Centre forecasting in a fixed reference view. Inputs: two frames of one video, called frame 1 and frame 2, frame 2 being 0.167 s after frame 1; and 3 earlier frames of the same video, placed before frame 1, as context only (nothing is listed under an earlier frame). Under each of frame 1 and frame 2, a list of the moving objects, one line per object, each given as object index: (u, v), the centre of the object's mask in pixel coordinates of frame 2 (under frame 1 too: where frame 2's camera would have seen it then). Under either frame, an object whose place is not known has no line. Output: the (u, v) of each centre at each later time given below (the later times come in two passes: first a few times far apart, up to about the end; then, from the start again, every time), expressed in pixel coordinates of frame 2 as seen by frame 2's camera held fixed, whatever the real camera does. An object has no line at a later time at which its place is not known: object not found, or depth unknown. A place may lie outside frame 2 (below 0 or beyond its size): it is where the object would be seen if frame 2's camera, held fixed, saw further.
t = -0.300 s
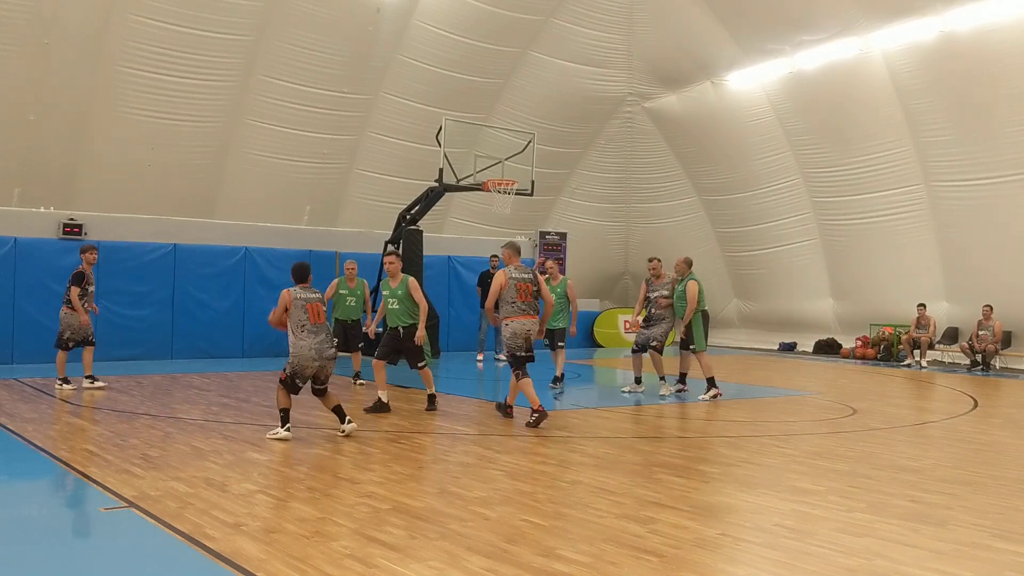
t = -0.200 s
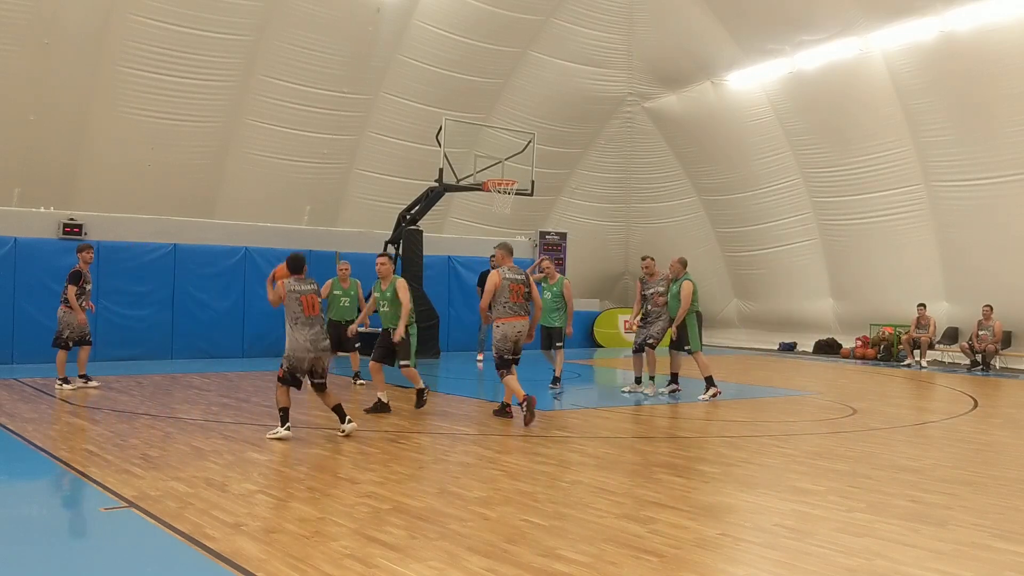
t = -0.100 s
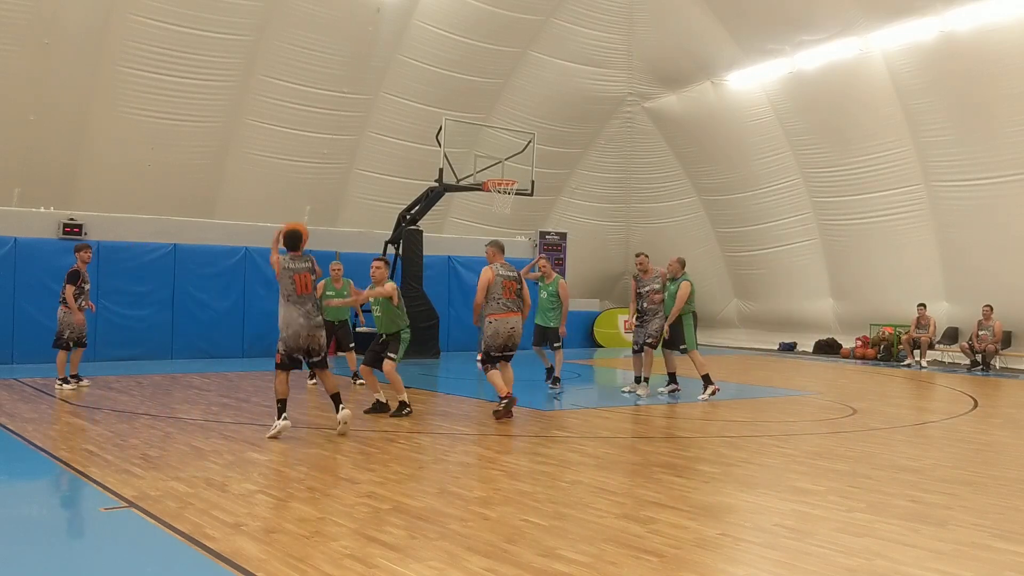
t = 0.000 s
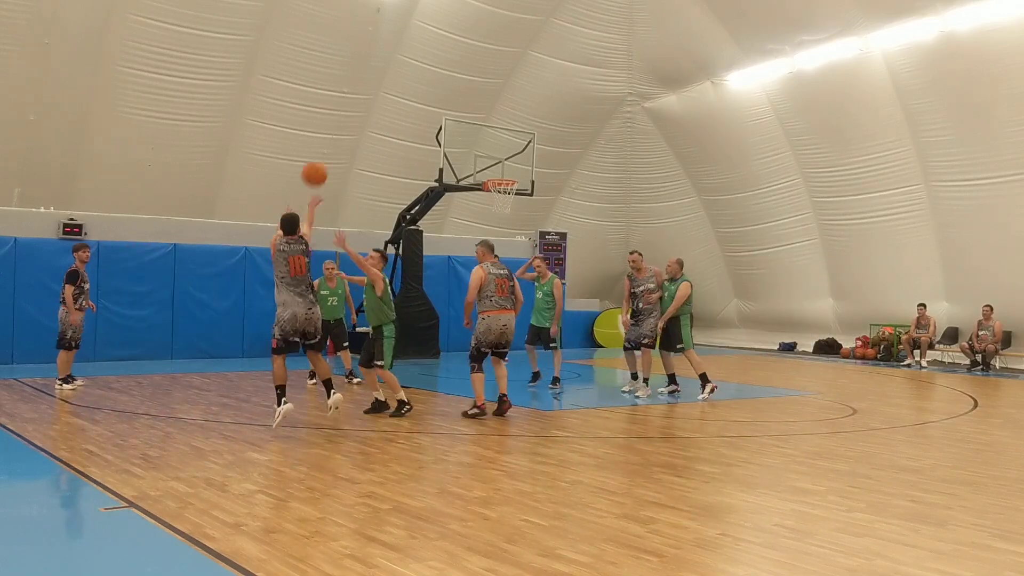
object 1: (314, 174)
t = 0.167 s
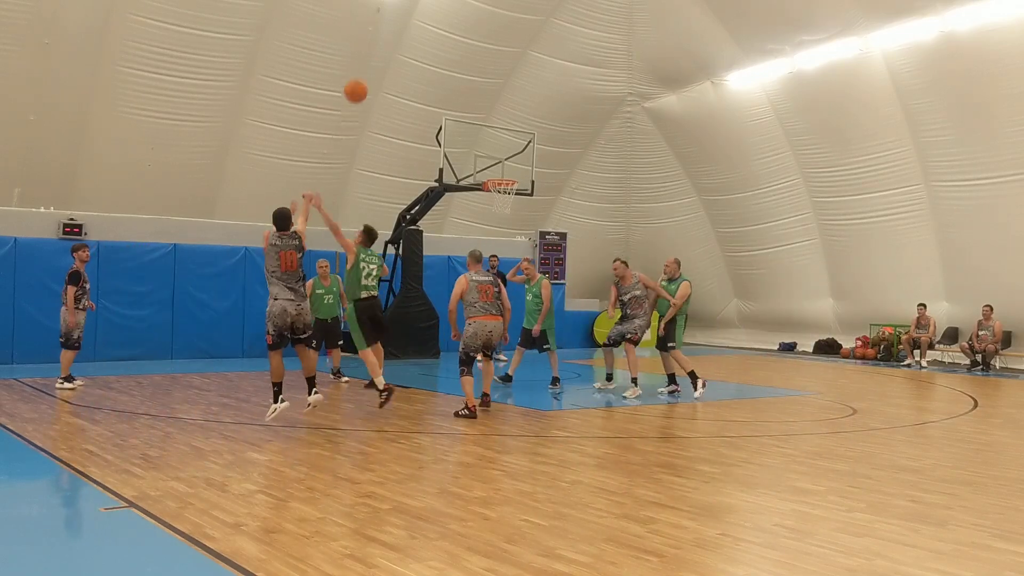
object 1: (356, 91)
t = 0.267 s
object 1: (377, 59)
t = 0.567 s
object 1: (430, 22)
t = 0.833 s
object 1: (465, 50)
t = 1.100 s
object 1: (493, 118)
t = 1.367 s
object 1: (490, 200)
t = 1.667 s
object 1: (475, 211)
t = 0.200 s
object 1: (363, 79)
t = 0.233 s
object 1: (370, 68)
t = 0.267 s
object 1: (377, 59)
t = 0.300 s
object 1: (384, 50)
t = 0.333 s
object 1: (390, 43)
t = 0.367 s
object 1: (396, 37)
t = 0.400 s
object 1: (402, 32)
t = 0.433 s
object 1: (408, 28)
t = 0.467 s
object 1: (414, 26)
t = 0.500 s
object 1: (419, 23)
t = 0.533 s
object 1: (425, 22)
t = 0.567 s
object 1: (430, 22)
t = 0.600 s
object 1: (435, 23)
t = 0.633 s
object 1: (439, 24)
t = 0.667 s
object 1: (444, 27)
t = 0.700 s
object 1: (449, 30)
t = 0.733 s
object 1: (453, 34)
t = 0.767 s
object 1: (457, 38)
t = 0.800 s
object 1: (461, 43)
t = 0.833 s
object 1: (465, 50)
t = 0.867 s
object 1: (469, 56)
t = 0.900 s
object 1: (473, 63)
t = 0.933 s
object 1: (476, 71)
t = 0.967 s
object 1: (480, 79)
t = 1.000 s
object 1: (484, 89)
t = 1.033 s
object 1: (487, 98)
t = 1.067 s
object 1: (490, 108)
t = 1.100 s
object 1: (493, 118)
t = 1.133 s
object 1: (496, 129)
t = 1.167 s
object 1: (499, 141)
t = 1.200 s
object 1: (502, 153)
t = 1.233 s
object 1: (505, 165)
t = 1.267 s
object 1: (508, 177)
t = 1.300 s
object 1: (504, 187)
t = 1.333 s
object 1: (497, 195)
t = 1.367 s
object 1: (490, 200)
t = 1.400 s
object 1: (487, 200)
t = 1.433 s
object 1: (485, 201)
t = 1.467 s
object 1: (483, 200)
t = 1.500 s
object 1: (482, 200)
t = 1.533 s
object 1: (481, 200)
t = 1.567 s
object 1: (479, 202)
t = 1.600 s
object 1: (478, 204)
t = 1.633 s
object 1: (476, 207)
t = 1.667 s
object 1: (475, 211)
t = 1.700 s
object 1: (473, 216)
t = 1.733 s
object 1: (472, 221)
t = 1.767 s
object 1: (470, 227)
